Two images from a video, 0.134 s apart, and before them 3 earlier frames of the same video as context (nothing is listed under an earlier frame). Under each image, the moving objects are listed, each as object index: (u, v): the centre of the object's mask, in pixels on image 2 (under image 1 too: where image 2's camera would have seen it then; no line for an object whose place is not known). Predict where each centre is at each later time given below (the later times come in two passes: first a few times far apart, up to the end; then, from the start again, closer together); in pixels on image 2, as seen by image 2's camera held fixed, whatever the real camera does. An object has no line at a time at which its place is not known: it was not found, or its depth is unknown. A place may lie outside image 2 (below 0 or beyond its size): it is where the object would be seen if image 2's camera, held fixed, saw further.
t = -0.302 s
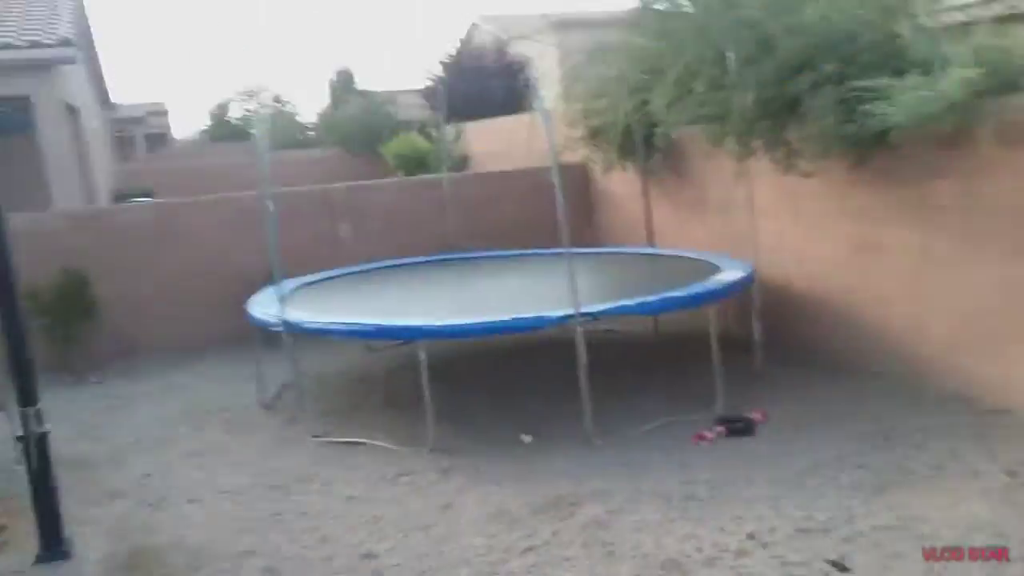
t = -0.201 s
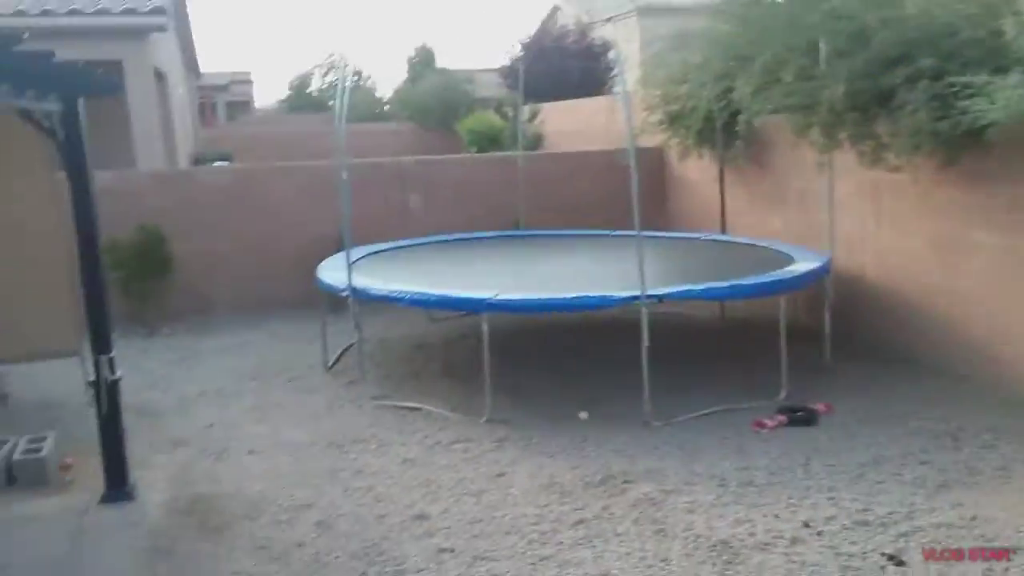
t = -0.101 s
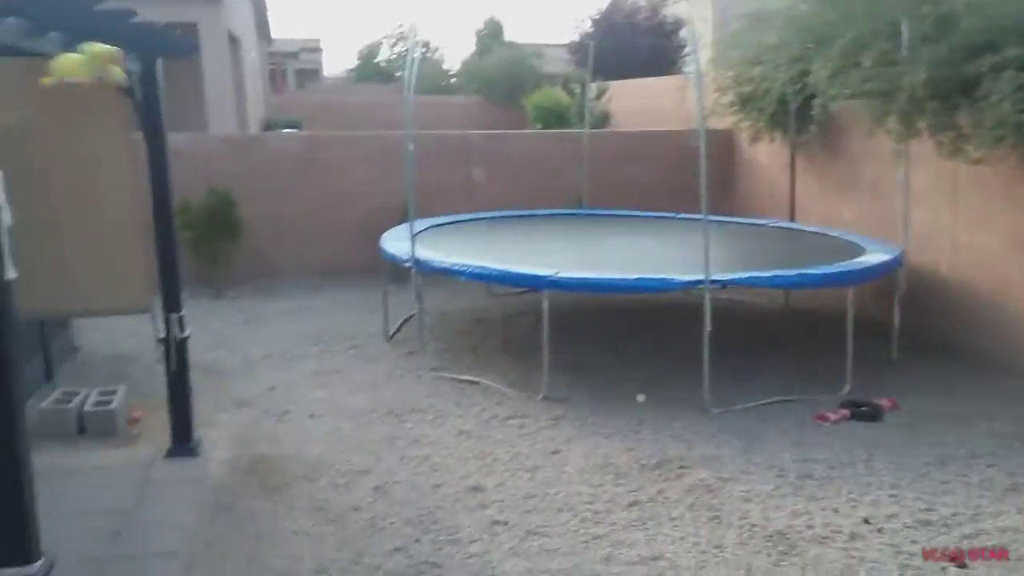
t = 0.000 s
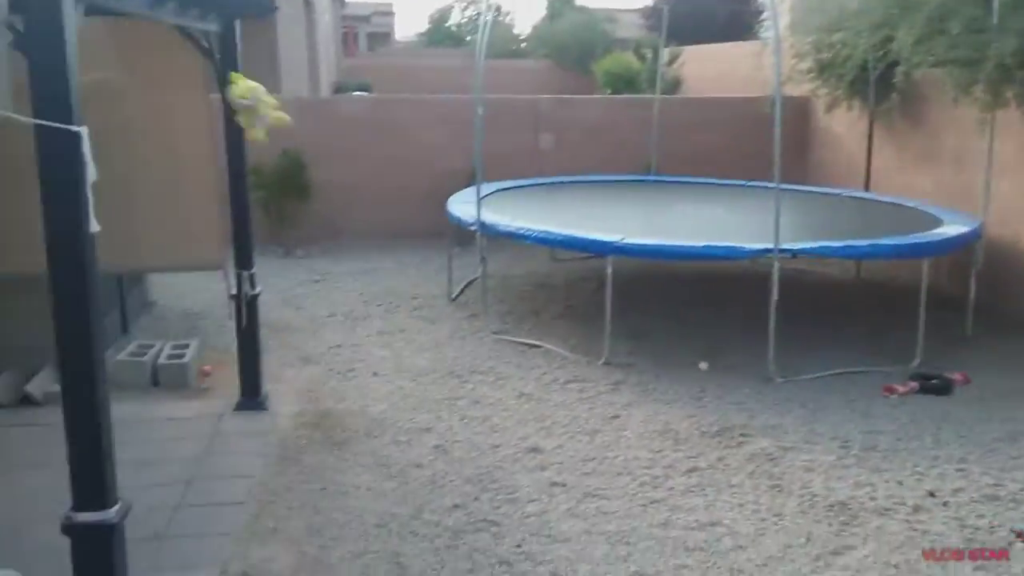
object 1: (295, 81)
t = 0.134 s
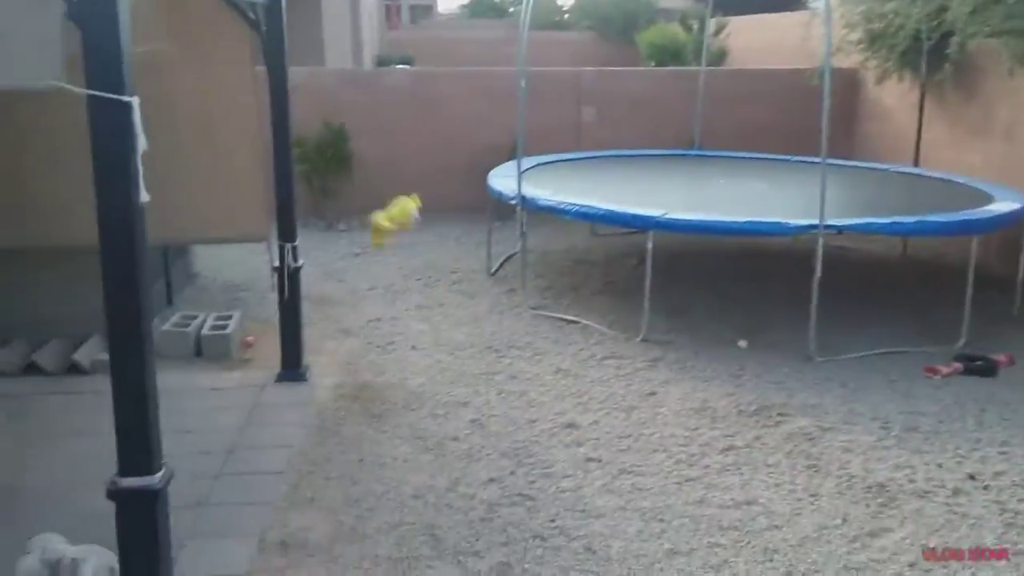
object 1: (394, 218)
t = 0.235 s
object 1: (449, 335)
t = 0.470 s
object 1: (521, 519)
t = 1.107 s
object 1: (521, 553)
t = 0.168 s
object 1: (412, 257)
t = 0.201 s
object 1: (429, 297)
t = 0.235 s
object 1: (449, 335)
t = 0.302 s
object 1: (480, 414)
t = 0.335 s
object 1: (492, 458)
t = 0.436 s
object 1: (519, 534)
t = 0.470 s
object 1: (521, 519)
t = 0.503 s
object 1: (521, 510)
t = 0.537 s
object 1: (521, 503)
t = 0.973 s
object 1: (523, 552)
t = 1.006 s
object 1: (523, 552)
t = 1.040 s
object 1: (521, 553)
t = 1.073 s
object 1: (522, 553)
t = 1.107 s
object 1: (521, 553)
